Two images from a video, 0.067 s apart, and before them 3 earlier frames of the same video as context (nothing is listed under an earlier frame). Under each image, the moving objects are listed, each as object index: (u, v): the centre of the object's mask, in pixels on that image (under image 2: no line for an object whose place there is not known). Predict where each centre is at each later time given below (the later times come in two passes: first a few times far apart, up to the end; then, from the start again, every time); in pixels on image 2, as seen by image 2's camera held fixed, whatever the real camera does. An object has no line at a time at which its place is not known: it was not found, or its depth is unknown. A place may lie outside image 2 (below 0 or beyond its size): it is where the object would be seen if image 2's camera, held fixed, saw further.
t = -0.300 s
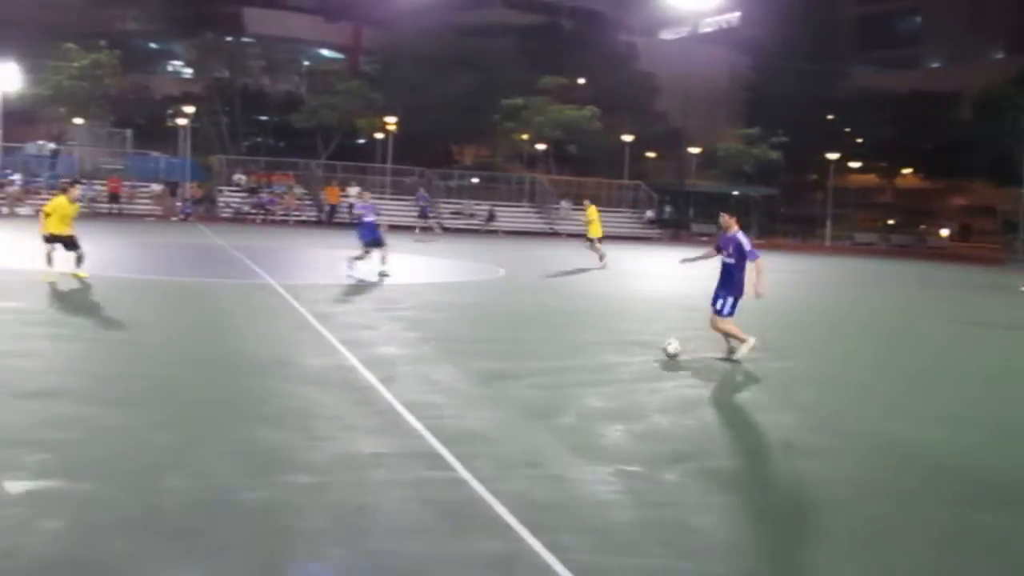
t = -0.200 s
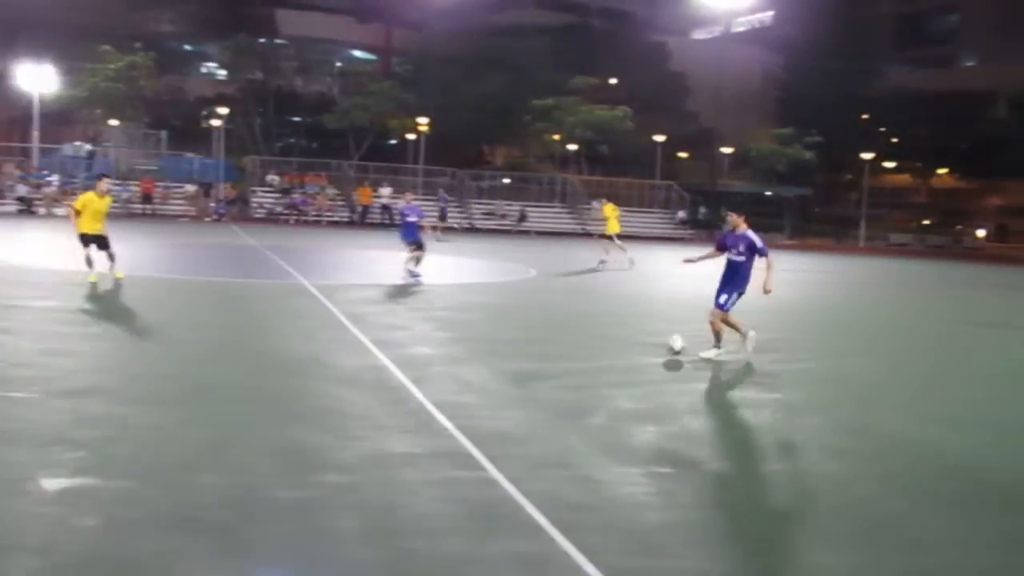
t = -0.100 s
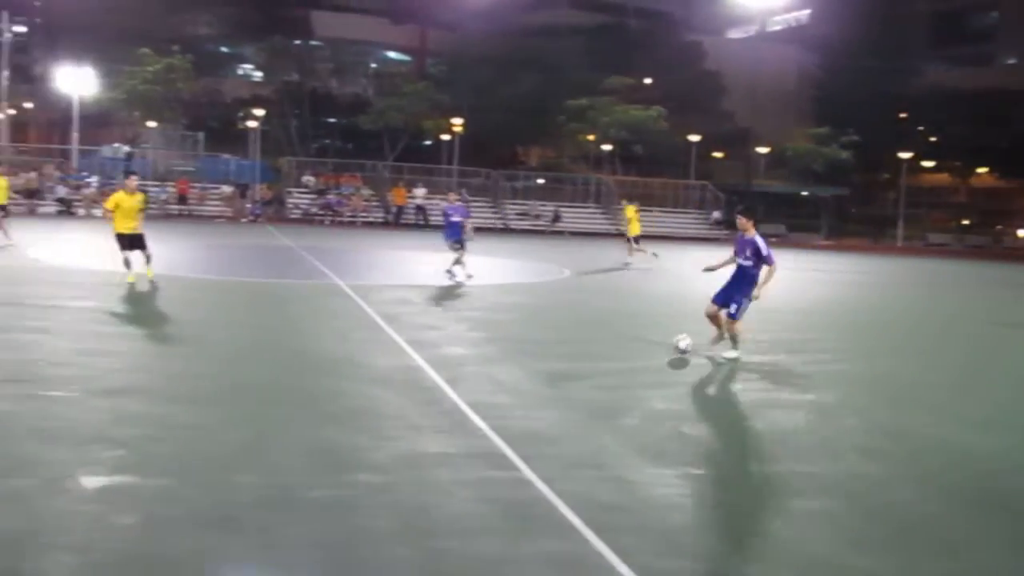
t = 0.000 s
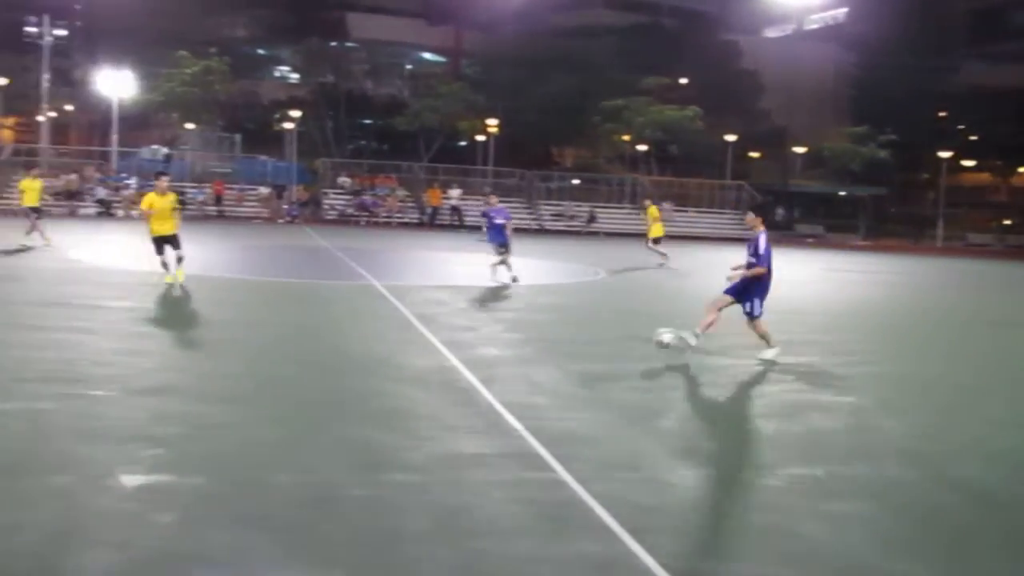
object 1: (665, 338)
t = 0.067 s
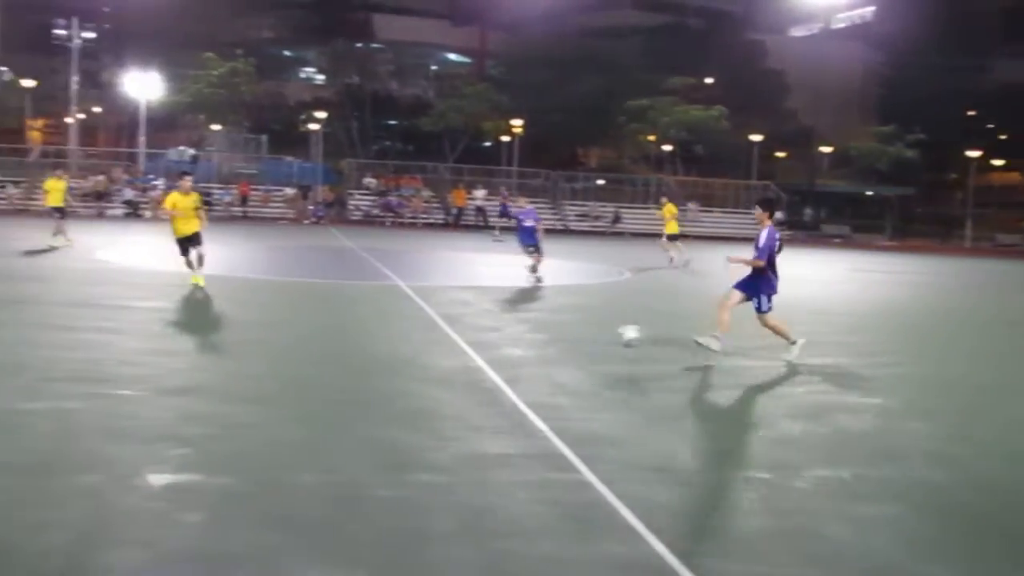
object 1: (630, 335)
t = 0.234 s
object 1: (447, 350)
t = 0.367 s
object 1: (256, 391)
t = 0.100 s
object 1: (597, 336)
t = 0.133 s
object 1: (563, 337)
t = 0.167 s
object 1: (528, 341)
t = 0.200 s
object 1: (487, 345)
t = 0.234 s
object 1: (447, 350)
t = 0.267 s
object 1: (403, 358)
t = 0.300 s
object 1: (358, 367)
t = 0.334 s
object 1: (307, 376)
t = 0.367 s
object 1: (256, 391)
